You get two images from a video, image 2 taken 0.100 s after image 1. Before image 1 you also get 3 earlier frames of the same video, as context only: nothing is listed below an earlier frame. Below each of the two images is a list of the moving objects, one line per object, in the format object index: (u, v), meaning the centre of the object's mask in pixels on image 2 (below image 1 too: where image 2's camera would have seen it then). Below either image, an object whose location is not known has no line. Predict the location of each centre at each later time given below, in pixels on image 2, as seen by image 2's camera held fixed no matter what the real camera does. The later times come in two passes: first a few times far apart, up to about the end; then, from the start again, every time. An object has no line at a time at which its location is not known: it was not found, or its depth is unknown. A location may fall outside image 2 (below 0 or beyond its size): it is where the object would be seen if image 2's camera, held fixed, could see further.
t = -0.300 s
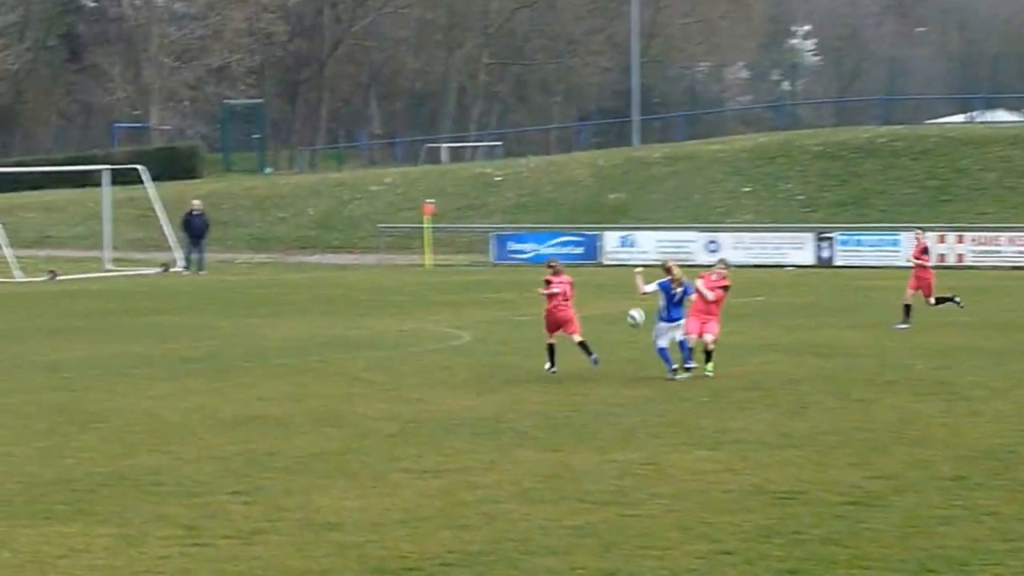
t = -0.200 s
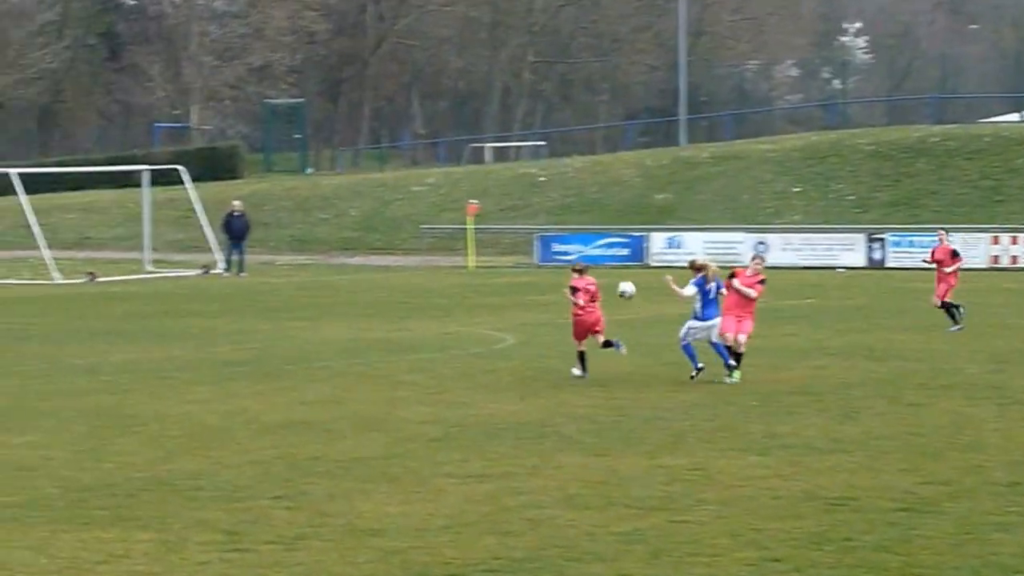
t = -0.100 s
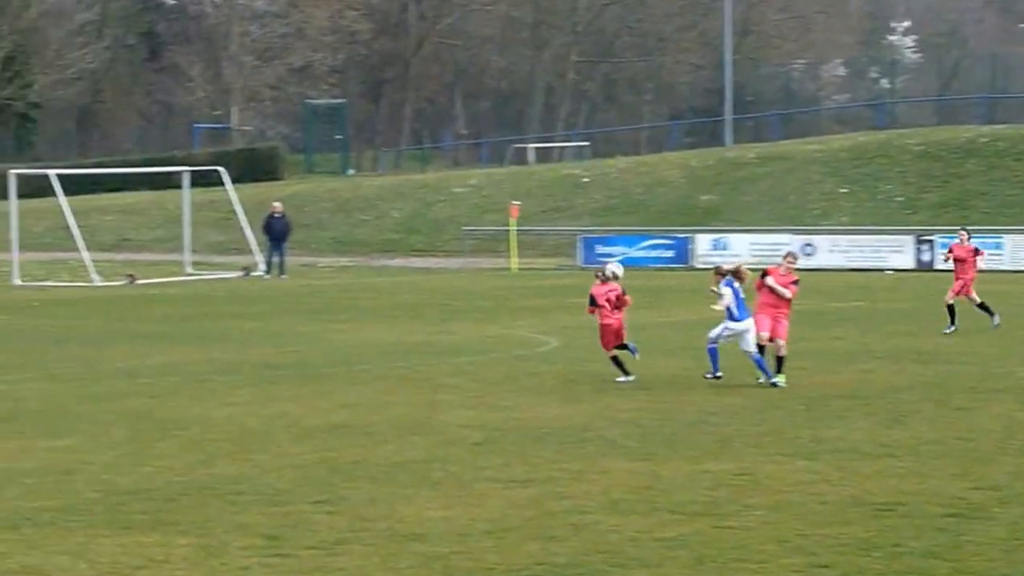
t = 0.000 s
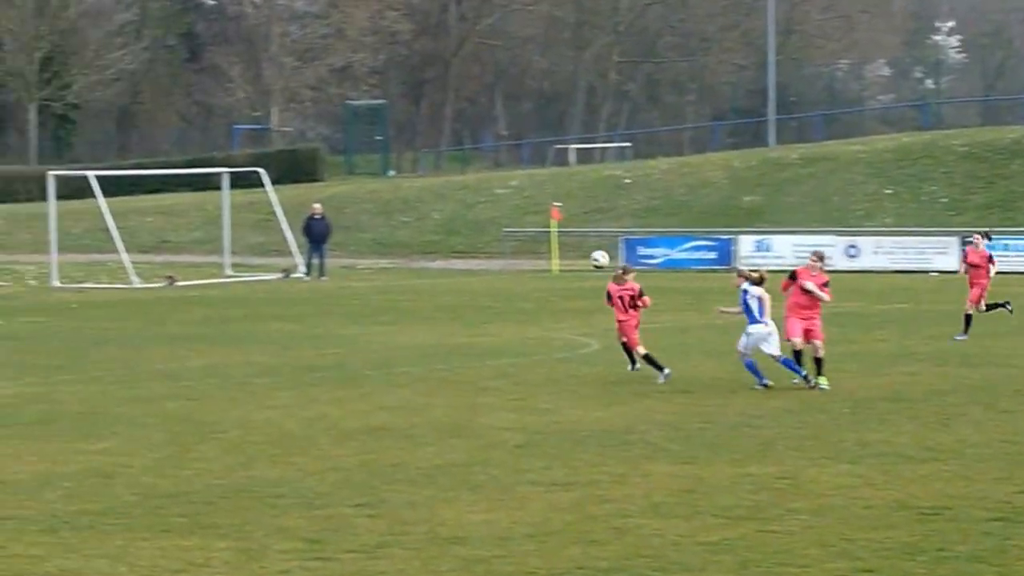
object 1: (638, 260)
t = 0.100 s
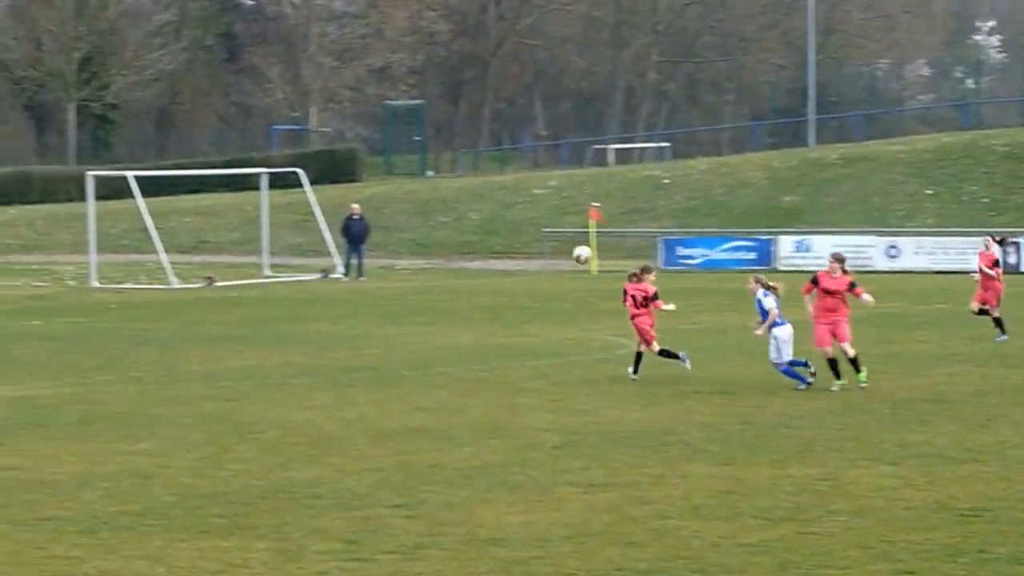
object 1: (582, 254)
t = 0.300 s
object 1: (474, 269)
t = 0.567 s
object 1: (333, 340)
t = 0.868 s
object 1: (200, 343)
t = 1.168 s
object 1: (82, 316)
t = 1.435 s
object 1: (-18, 358)
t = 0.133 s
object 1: (564, 255)
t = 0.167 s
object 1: (546, 255)
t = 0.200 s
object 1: (528, 257)
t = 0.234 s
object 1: (510, 260)
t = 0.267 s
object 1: (492, 264)
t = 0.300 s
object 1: (474, 269)
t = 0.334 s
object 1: (456, 275)
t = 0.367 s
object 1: (438, 281)
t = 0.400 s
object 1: (420, 288)
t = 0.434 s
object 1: (403, 297)
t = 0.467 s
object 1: (385, 307)
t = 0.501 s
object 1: (368, 317)
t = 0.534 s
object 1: (351, 327)
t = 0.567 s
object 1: (333, 340)
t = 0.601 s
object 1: (317, 353)
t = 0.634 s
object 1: (300, 367)
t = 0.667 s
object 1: (283, 381)
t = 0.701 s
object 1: (266, 390)
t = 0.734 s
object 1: (254, 378)
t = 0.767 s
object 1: (240, 368)
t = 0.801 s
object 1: (227, 358)
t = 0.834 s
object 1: (213, 350)
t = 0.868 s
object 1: (200, 343)
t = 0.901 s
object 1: (187, 335)
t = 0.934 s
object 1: (174, 329)
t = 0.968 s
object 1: (160, 325)
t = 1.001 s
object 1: (147, 321)
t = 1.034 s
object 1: (134, 318)
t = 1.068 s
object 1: (121, 316)
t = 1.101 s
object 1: (108, 315)
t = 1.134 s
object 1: (95, 316)
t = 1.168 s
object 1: (82, 316)
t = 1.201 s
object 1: (70, 318)
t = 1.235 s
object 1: (56, 320)
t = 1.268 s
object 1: (44, 325)
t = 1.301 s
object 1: (32, 329)
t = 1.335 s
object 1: (19, 335)
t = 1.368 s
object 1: (7, 342)
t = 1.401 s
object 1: (-6, 349)
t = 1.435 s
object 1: (-18, 358)
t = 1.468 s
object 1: (-31, 368)
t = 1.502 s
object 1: (-43, 378)
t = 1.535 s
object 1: (-55, 389)
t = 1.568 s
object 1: (-67, 399)
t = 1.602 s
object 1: (-80, 391)
